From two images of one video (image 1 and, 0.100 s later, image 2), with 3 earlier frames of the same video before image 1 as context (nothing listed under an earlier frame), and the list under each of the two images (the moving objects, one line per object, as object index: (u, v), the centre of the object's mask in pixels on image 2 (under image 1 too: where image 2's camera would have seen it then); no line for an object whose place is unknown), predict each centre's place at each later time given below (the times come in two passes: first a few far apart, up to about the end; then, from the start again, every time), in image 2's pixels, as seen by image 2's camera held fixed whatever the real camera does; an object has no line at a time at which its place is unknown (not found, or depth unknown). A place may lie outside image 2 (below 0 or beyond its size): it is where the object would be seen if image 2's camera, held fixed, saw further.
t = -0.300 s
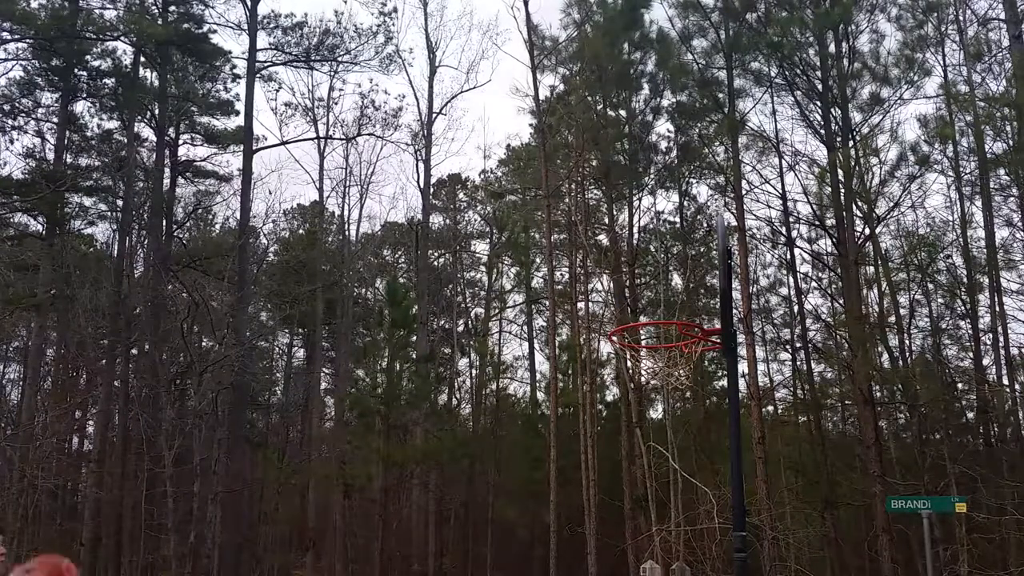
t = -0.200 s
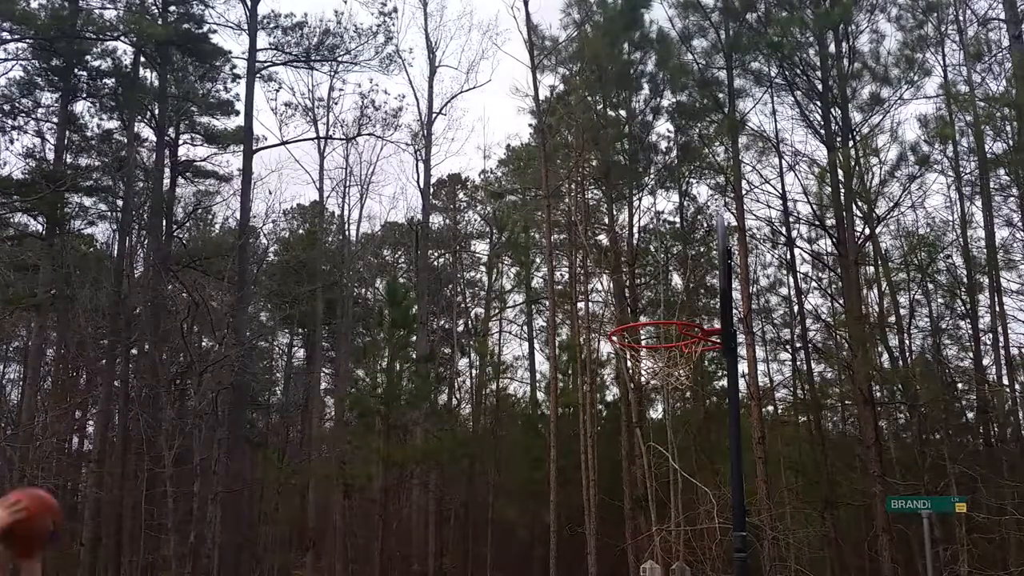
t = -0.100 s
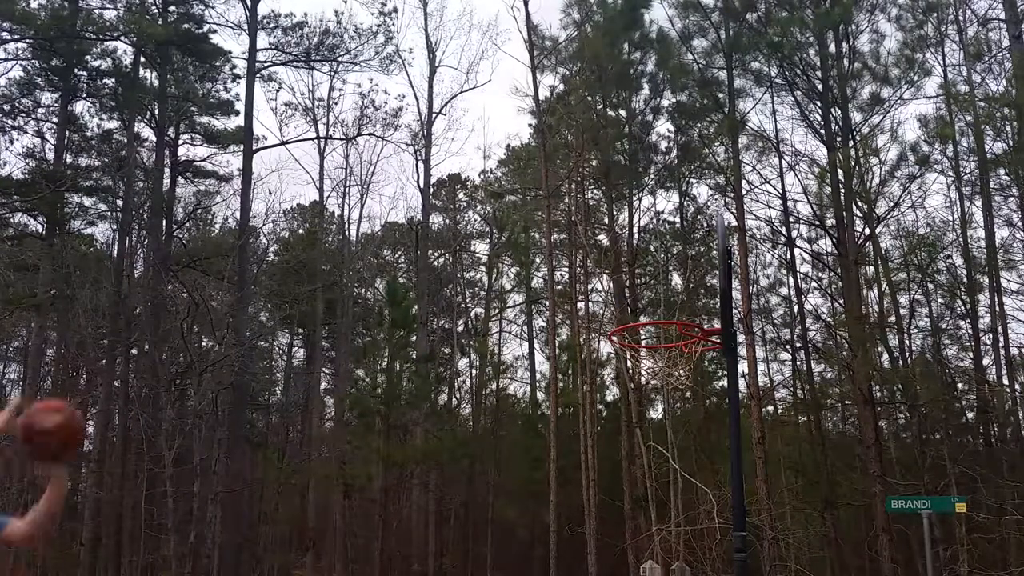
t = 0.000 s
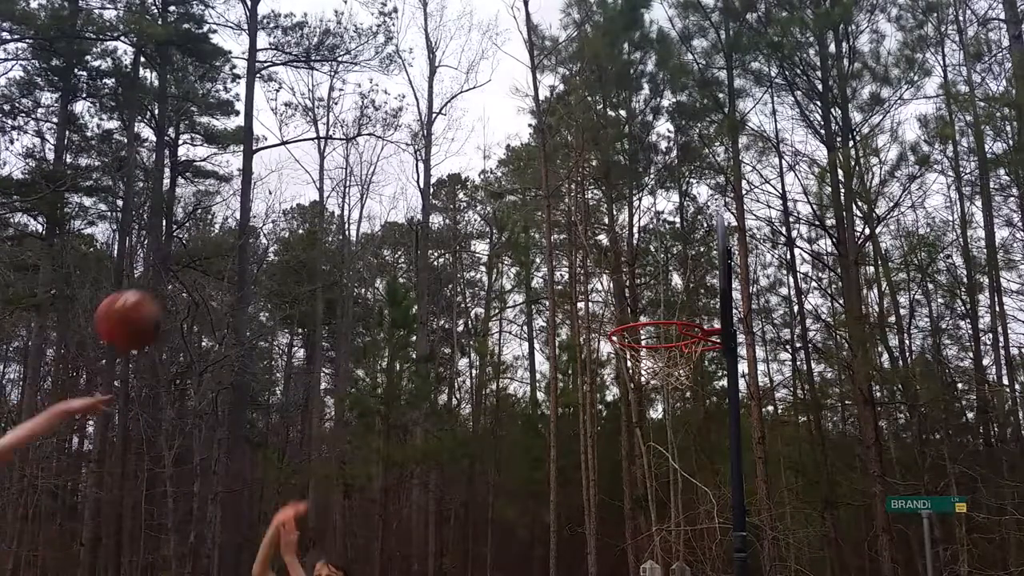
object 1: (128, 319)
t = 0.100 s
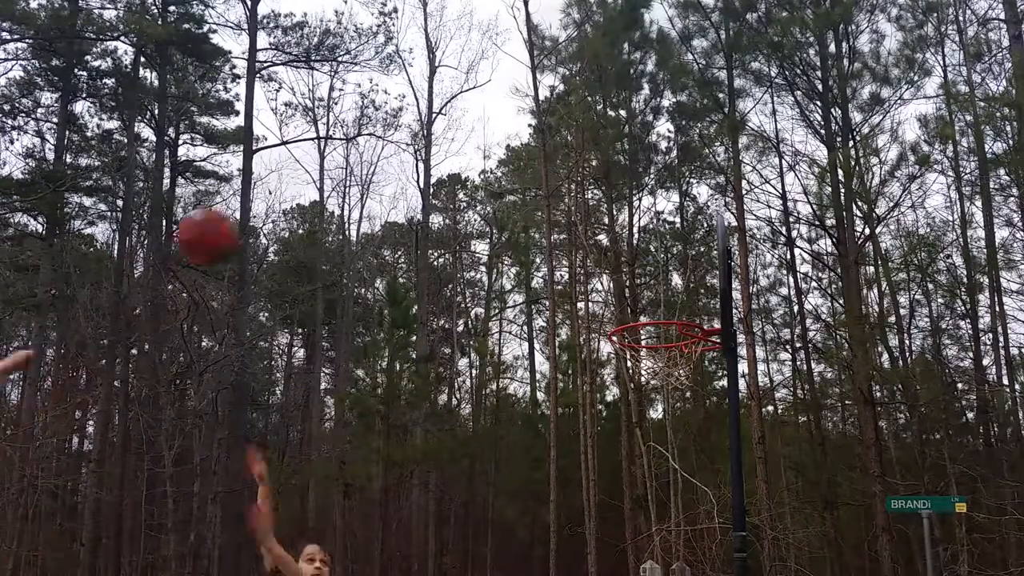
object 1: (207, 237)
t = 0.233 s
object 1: (308, 165)
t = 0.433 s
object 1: (450, 131)
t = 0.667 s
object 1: (607, 204)
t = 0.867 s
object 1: (686, 261)
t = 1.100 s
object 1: (667, 208)
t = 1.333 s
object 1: (651, 285)
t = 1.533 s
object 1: (638, 488)
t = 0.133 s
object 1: (234, 214)
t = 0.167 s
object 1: (259, 195)
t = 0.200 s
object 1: (284, 178)
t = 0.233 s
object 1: (308, 165)
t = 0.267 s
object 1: (333, 152)
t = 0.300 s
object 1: (356, 143)
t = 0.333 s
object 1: (379, 137)
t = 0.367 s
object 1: (402, 132)
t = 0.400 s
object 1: (425, 131)
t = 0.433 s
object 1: (450, 131)
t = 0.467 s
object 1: (471, 134)
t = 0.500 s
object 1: (494, 140)
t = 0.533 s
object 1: (517, 149)
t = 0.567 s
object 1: (539, 159)
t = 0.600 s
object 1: (560, 172)
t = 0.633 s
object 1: (584, 187)
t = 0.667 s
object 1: (607, 204)
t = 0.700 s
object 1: (632, 227)
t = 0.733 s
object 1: (656, 251)
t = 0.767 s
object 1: (678, 277)
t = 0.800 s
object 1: (692, 297)
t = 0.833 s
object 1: (688, 278)
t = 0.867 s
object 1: (686, 261)
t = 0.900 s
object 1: (682, 246)
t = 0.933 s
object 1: (680, 234)
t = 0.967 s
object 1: (678, 224)
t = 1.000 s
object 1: (674, 215)
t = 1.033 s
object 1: (672, 210)
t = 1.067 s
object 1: (670, 208)
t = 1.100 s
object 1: (667, 208)
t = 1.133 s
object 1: (665, 210)
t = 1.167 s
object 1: (663, 214)
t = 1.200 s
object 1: (659, 222)
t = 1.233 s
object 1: (658, 232)
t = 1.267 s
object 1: (656, 245)
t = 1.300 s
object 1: (653, 264)
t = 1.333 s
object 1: (651, 285)
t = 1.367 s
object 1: (647, 308)
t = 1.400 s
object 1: (647, 335)
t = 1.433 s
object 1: (645, 367)
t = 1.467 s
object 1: (642, 403)
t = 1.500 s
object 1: (639, 442)
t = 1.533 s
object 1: (638, 488)
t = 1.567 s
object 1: (636, 541)
